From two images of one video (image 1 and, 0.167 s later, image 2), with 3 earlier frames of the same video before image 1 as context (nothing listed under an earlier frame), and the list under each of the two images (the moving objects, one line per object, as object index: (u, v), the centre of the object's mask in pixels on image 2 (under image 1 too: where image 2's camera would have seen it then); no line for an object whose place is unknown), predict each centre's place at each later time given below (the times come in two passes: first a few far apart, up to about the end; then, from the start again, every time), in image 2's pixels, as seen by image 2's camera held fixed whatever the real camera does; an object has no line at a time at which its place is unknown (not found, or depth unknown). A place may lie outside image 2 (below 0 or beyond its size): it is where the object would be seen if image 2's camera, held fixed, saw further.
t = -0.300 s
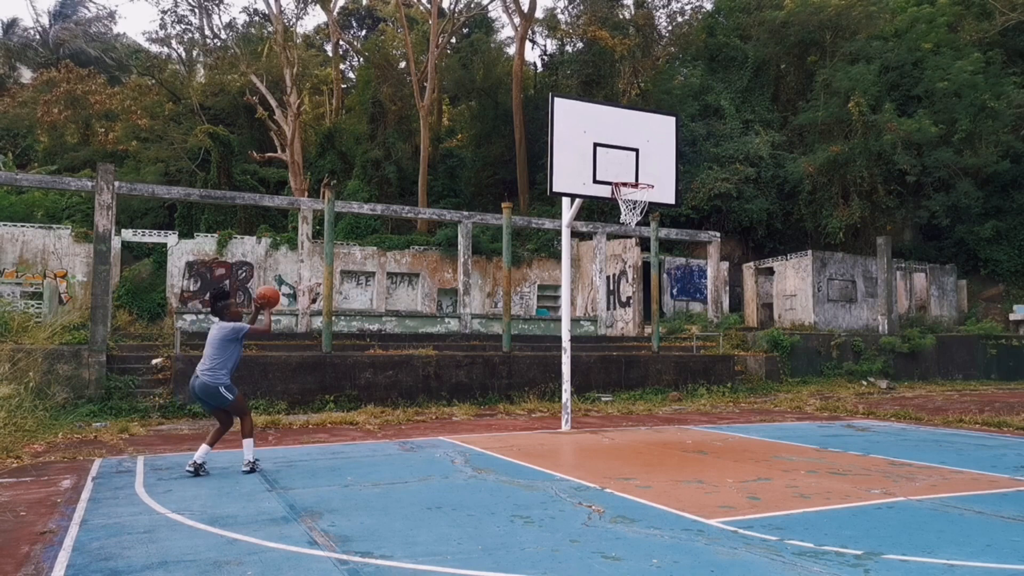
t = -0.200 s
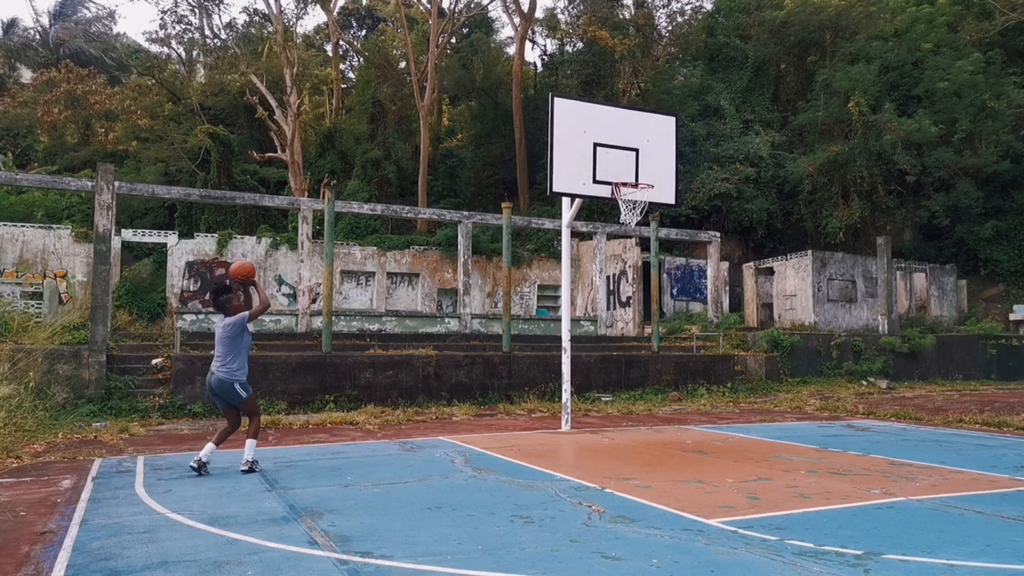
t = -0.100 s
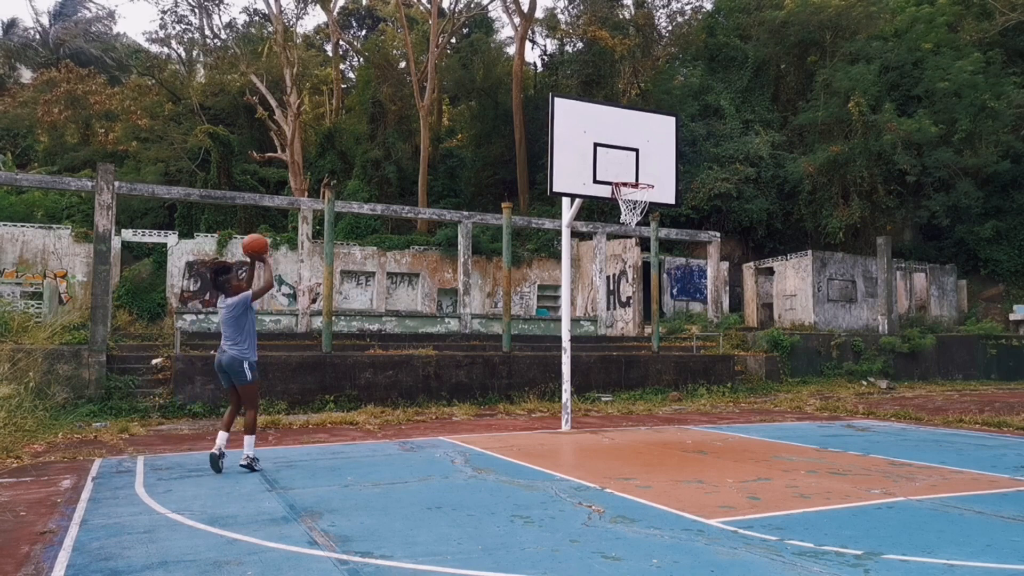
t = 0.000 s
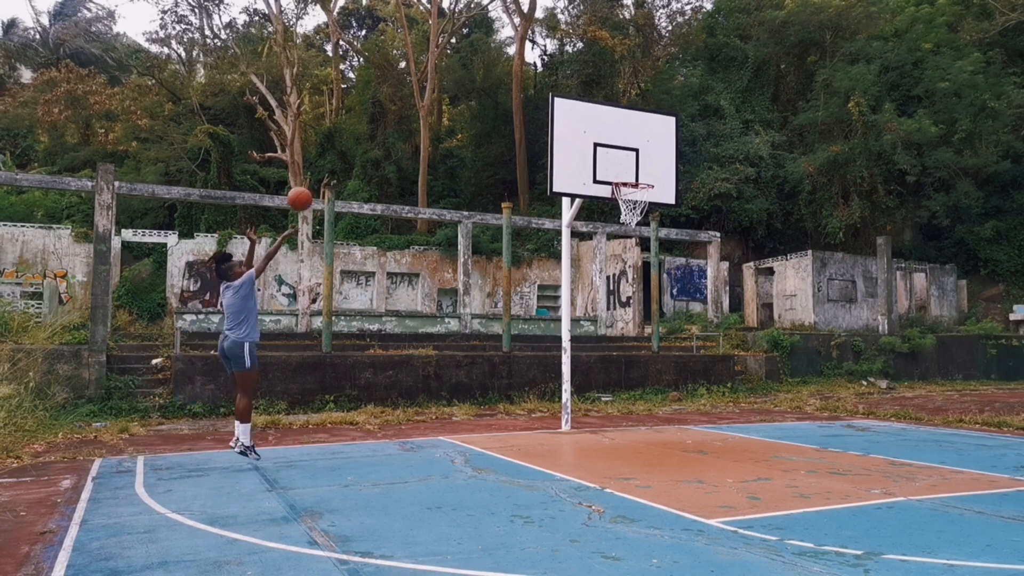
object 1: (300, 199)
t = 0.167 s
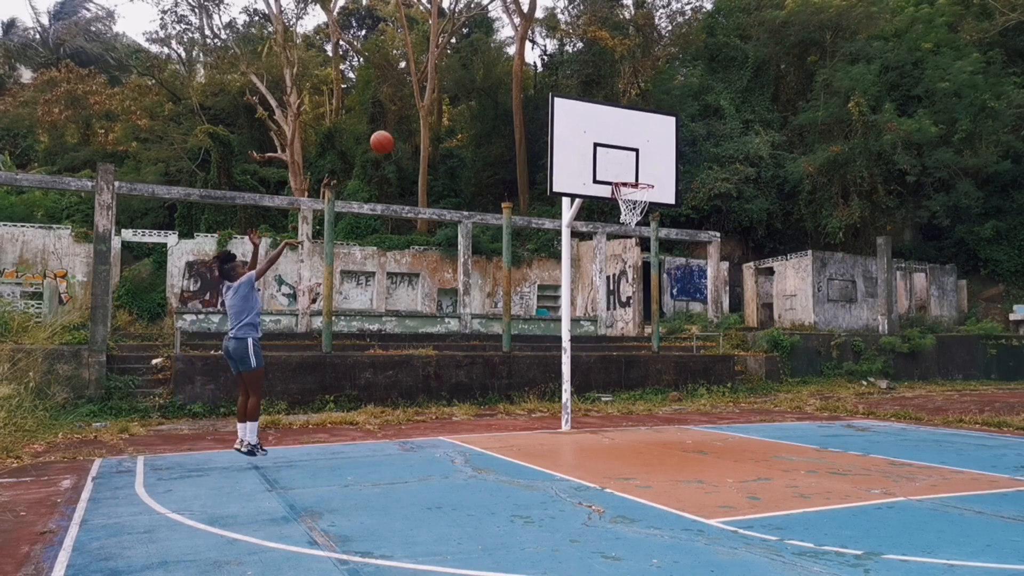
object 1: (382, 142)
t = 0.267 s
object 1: (427, 124)
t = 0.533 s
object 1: (535, 121)
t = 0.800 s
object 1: (628, 176)
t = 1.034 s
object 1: (640, 221)
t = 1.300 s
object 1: (623, 279)
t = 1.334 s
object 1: (621, 291)
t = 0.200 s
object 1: (397, 135)
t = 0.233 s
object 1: (412, 129)
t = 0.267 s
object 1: (427, 124)
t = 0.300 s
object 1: (441, 120)
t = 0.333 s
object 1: (455, 117)
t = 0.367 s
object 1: (469, 115)
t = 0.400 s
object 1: (482, 114)
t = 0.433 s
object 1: (496, 114)
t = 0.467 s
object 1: (509, 115)
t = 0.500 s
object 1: (522, 117)
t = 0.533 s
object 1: (535, 121)
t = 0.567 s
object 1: (547, 125)
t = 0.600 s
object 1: (559, 129)
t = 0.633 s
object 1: (571, 135)
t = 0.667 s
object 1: (583, 142)
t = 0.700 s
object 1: (594, 150)
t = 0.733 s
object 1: (606, 158)
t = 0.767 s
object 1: (617, 167)
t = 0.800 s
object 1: (628, 176)
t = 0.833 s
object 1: (639, 188)
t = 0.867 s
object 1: (646, 199)
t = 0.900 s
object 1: (649, 207)
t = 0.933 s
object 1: (651, 211)
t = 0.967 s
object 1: (642, 217)
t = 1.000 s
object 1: (641, 219)
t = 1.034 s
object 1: (640, 221)
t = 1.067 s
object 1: (638, 225)
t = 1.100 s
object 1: (636, 230)
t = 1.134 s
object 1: (634, 236)
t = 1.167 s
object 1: (631, 243)
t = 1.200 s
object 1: (630, 250)
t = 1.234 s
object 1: (628, 259)
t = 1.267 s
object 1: (626, 269)
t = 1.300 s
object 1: (623, 279)
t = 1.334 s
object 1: (621, 291)
